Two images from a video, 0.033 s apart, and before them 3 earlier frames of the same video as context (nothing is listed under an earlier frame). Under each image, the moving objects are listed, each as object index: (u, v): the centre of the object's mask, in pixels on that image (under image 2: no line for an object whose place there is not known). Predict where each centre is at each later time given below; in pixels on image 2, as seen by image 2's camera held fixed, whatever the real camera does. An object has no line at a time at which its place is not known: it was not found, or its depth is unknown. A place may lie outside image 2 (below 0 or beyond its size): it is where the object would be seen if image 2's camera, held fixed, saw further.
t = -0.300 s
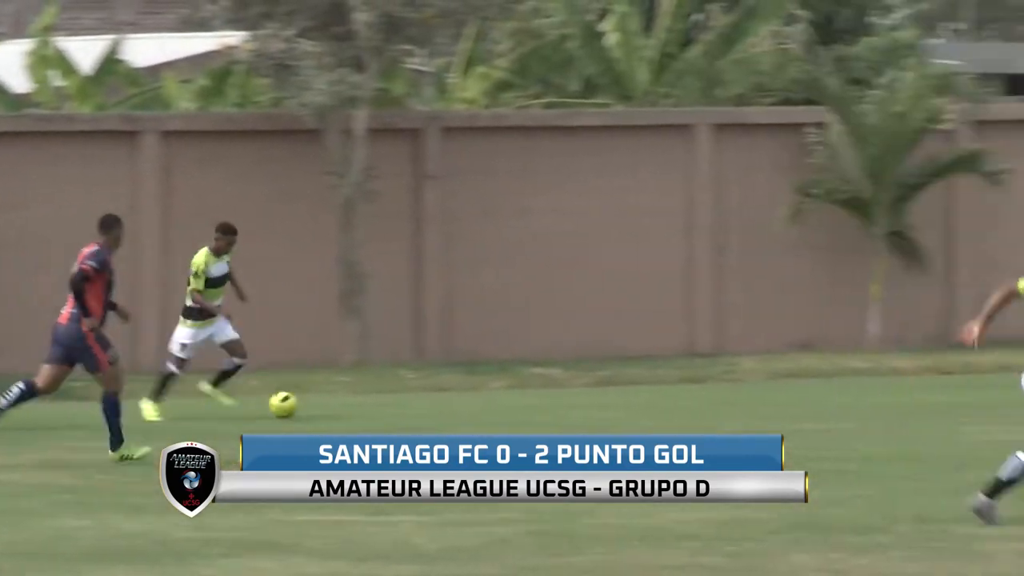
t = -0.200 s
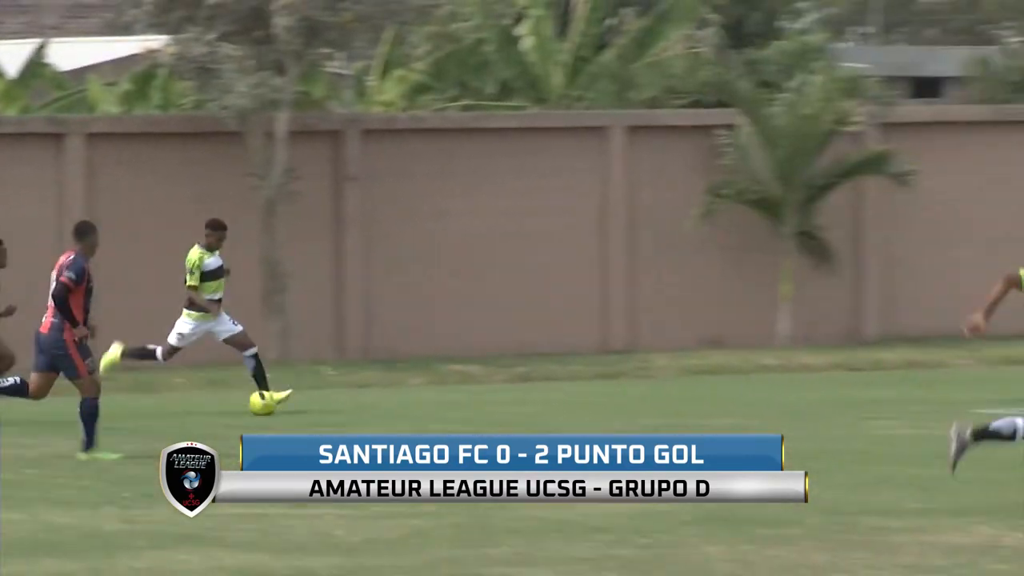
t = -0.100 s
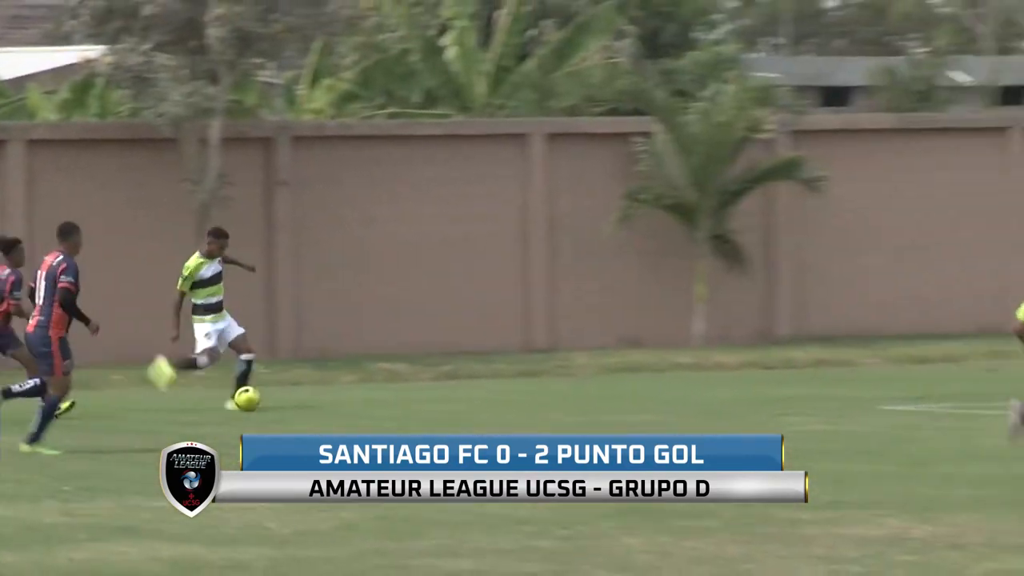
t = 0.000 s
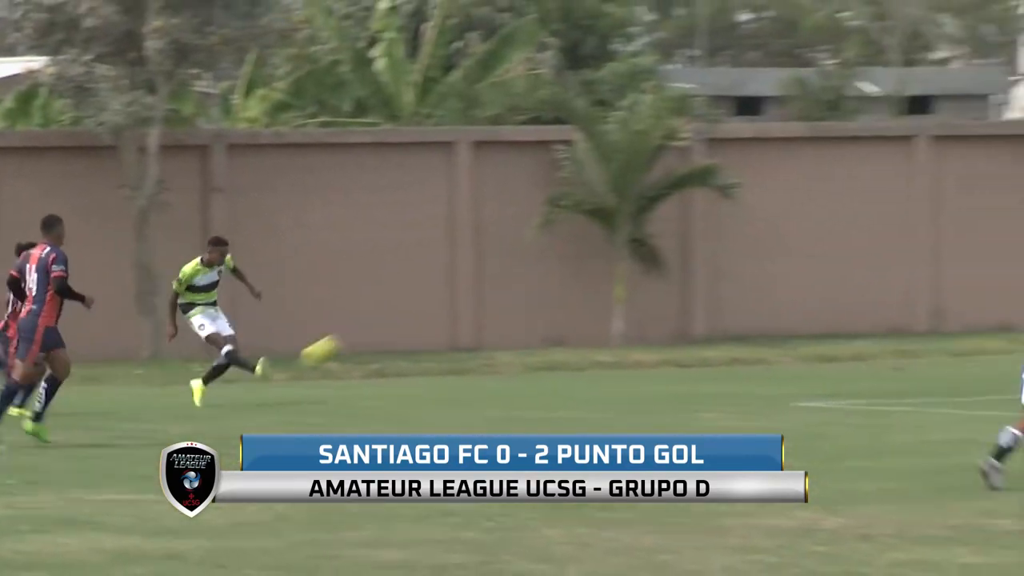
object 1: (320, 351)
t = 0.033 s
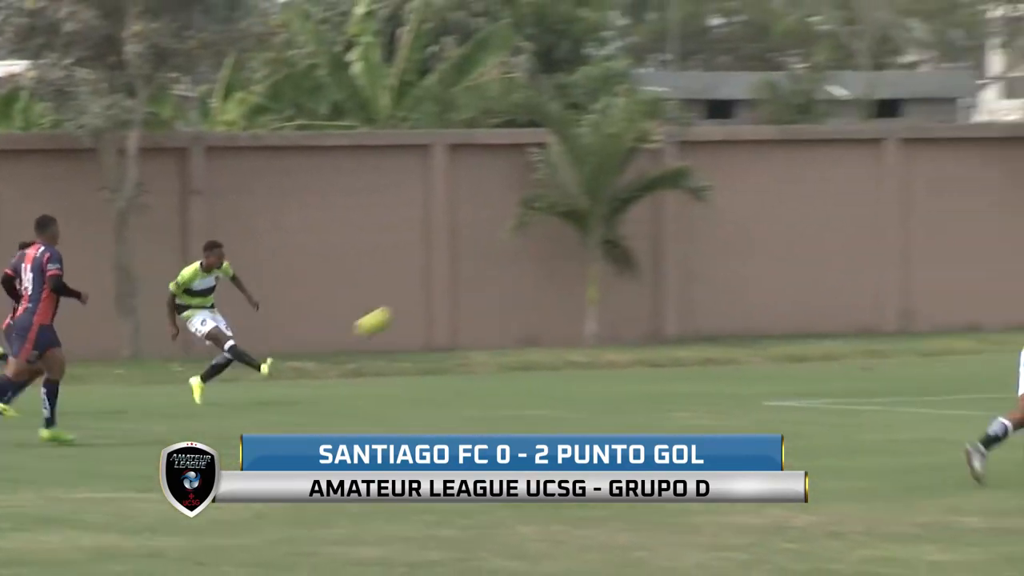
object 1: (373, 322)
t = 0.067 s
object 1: (448, 293)
